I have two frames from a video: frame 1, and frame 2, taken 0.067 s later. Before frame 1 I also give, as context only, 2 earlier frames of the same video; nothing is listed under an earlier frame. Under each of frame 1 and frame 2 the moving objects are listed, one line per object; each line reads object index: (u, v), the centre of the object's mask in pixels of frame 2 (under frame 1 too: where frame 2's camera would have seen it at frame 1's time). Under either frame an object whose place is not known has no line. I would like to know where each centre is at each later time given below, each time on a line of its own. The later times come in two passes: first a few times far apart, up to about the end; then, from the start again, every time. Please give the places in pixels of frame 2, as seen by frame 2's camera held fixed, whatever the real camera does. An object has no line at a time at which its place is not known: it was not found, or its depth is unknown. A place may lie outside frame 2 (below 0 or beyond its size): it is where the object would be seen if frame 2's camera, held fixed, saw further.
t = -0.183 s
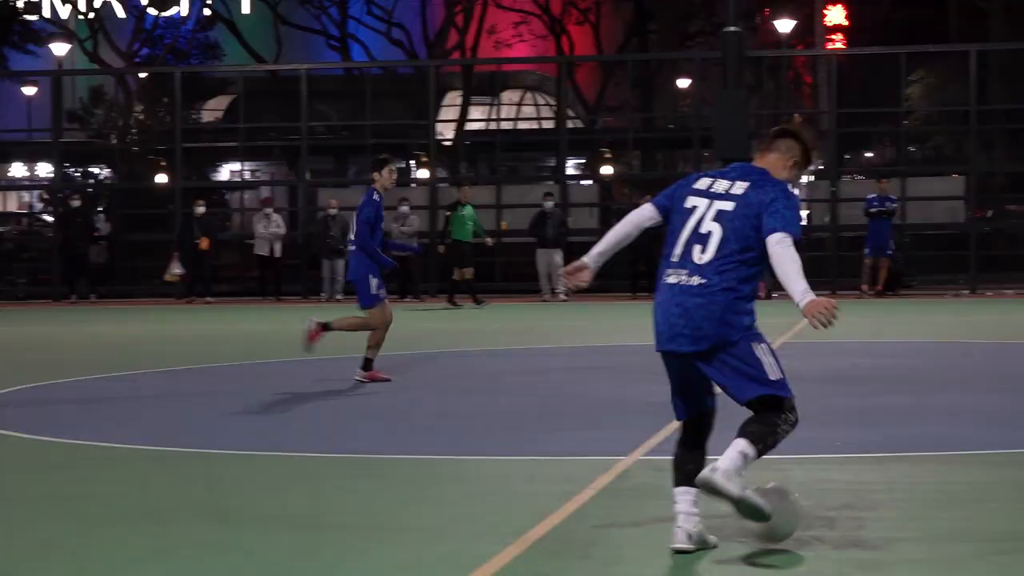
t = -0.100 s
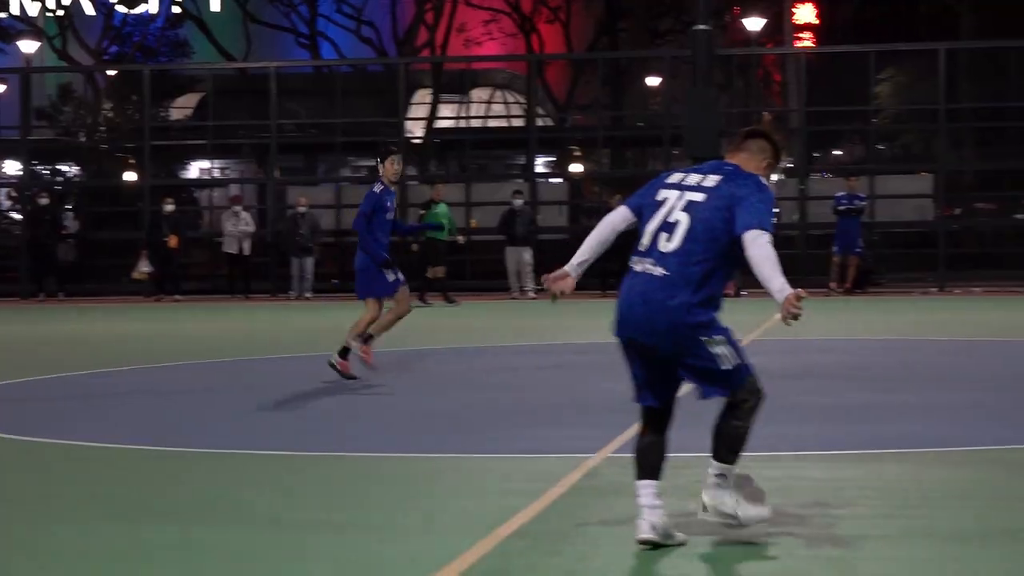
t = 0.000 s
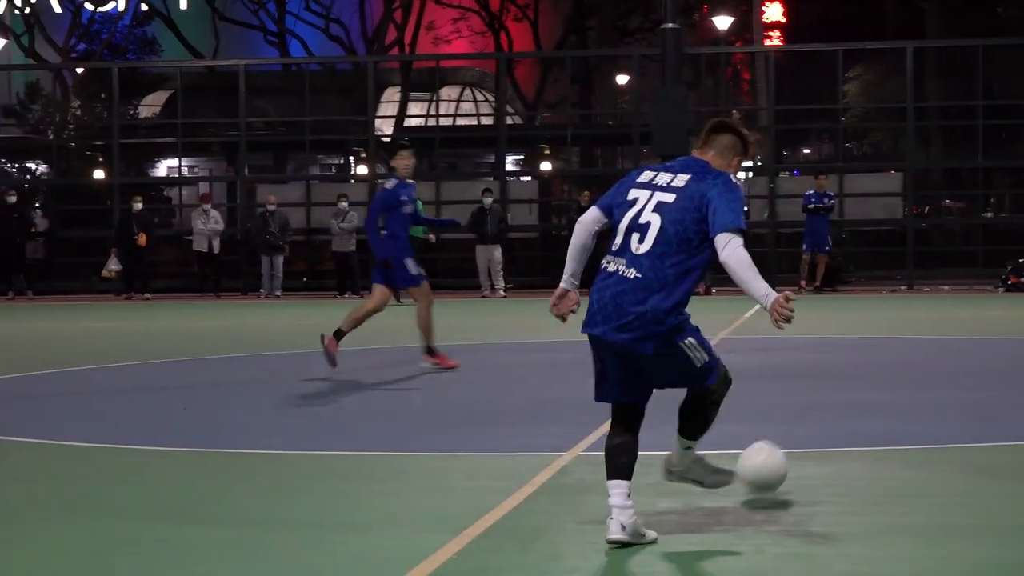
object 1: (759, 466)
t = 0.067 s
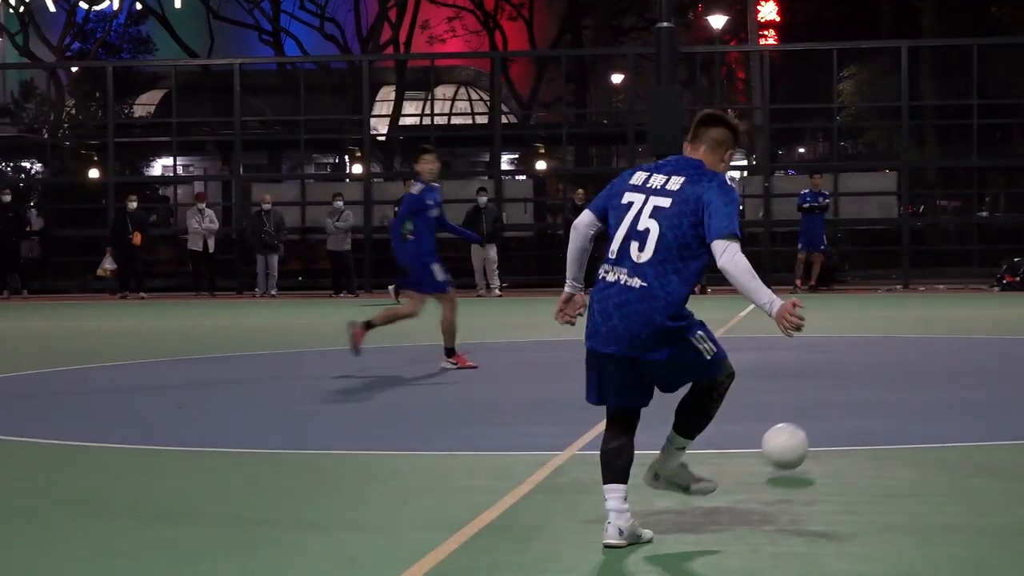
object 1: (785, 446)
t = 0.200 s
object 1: (826, 419)
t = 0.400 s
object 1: (866, 392)
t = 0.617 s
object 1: (891, 368)
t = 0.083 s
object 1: (791, 443)
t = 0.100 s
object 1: (797, 441)
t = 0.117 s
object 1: (803, 439)
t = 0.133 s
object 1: (808, 435)
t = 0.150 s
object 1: (813, 430)
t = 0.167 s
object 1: (817, 426)
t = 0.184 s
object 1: (821, 420)
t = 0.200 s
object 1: (826, 419)
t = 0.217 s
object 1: (831, 416)
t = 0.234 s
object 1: (834, 414)
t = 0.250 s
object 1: (838, 413)
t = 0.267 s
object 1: (841, 412)
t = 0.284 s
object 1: (845, 407)
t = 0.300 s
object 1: (848, 403)
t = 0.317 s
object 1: (852, 401)
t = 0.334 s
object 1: (855, 398)
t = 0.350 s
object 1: (858, 396)
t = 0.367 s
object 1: (861, 395)
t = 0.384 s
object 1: (864, 394)
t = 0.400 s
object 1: (866, 392)
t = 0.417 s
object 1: (869, 389)
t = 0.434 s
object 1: (871, 386)
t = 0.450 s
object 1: (873, 384)
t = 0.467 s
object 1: (876, 382)
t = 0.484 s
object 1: (878, 381)
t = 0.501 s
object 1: (880, 380)
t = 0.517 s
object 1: (881, 379)
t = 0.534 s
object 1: (883, 377)
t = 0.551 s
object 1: (884, 374)
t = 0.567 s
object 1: (886, 372)
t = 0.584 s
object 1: (887, 370)
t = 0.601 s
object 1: (888, 369)
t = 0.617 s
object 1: (891, 368)
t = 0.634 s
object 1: (891, 368)
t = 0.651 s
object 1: (892, 367)
